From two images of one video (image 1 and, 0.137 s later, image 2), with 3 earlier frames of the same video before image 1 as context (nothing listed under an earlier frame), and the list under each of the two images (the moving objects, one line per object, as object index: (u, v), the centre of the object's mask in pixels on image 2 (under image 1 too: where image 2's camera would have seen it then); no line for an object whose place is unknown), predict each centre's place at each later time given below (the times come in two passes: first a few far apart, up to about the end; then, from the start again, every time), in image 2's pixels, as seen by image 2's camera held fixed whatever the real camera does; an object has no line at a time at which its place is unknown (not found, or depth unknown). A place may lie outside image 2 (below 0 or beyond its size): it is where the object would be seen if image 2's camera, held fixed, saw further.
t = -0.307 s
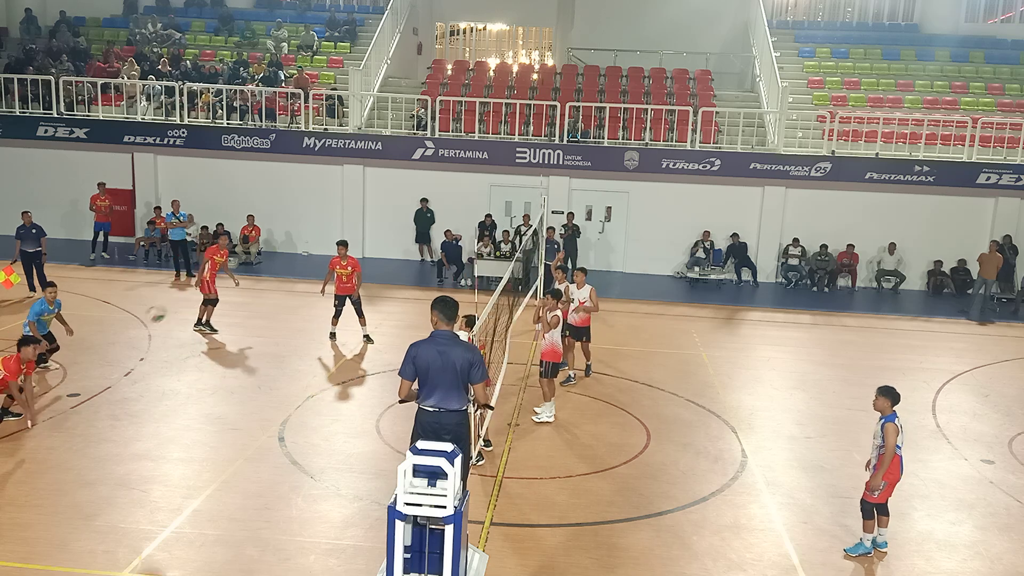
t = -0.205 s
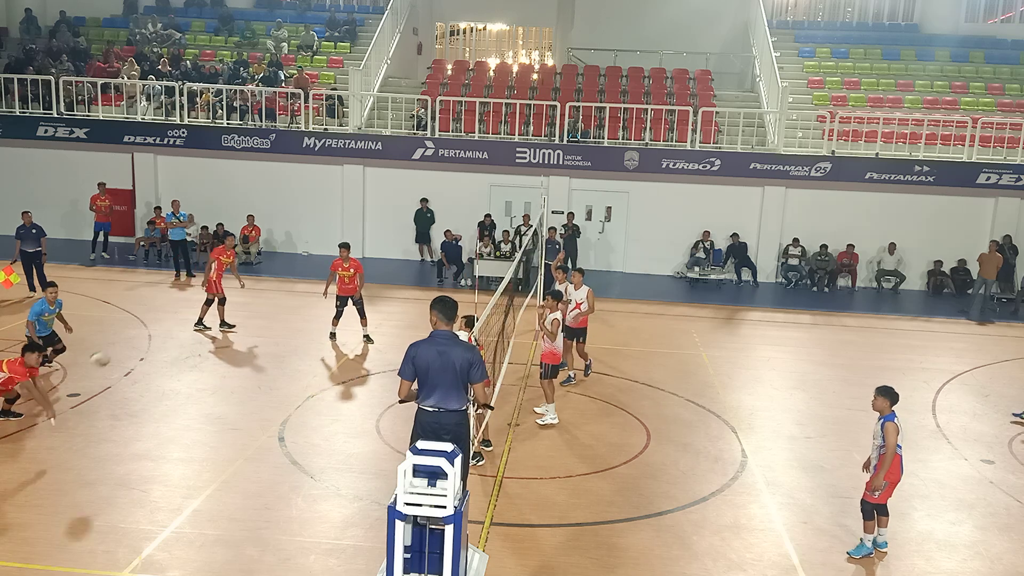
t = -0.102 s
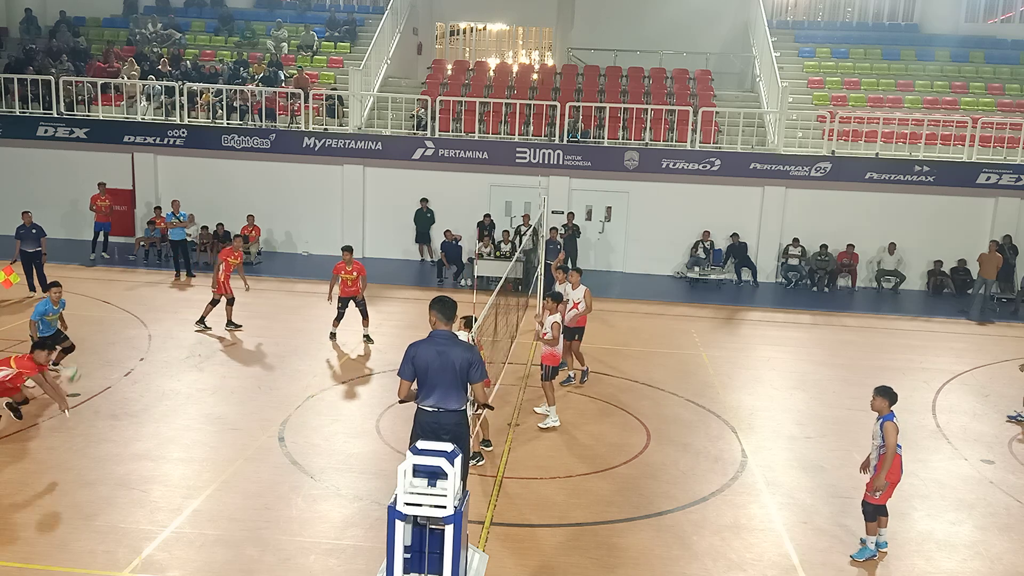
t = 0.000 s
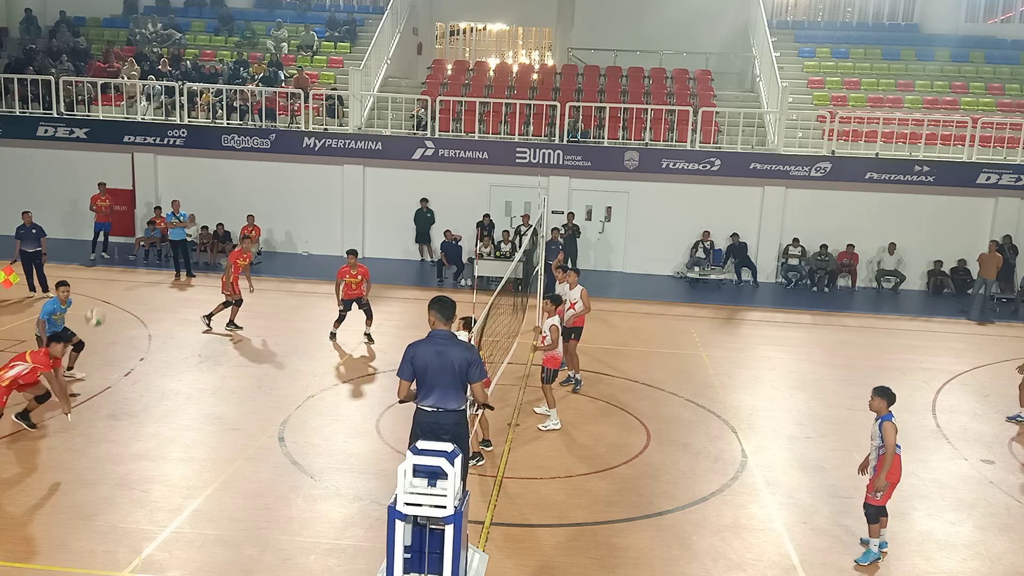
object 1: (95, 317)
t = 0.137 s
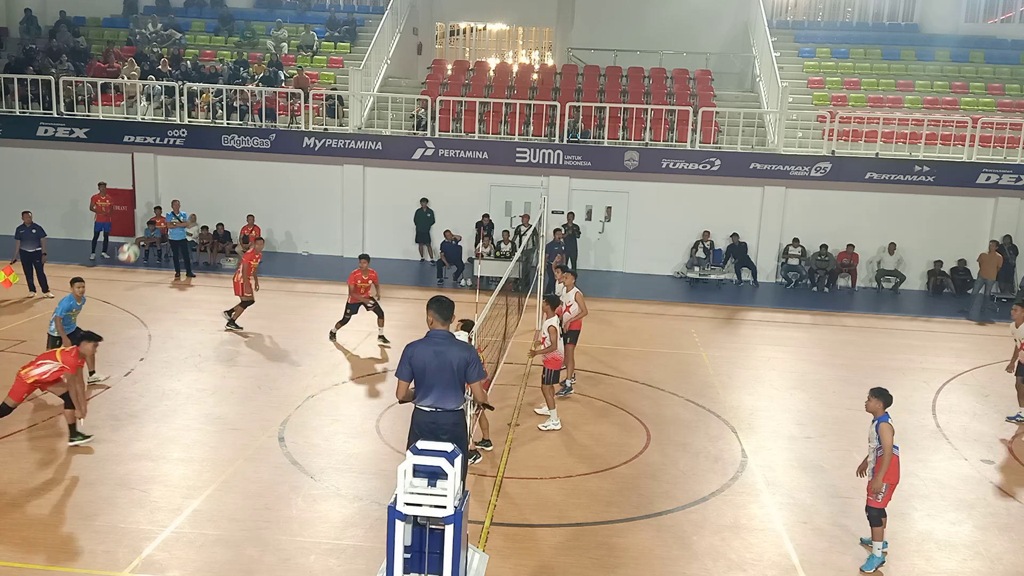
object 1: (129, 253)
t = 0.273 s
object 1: (161, 203)
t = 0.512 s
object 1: (224, 155)
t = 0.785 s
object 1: (295, 162)
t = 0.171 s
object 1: (137, 239)
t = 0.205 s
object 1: (145, 227)
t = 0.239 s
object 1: (154, 215)
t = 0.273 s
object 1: (161, 203)
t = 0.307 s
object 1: (169, 193)
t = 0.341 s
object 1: (179, 186)
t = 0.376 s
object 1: (188, 177)
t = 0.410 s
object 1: (197, 170)
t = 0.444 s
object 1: (206, 164)
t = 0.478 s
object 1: (215, 159)
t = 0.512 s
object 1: (224, 155)
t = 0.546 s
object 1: (232, 152)
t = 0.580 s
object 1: (241, 151)
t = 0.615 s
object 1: (250, 149)
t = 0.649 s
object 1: (259, 150)
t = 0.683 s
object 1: (268, 151)
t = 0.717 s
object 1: (277, 153)
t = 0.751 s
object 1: (285, 157)
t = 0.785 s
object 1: (295, 162)
